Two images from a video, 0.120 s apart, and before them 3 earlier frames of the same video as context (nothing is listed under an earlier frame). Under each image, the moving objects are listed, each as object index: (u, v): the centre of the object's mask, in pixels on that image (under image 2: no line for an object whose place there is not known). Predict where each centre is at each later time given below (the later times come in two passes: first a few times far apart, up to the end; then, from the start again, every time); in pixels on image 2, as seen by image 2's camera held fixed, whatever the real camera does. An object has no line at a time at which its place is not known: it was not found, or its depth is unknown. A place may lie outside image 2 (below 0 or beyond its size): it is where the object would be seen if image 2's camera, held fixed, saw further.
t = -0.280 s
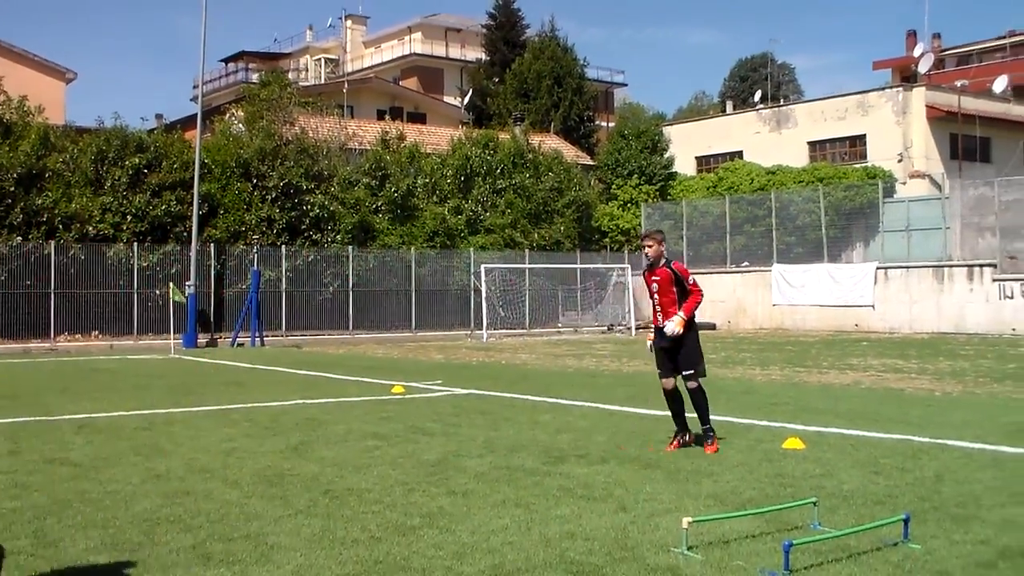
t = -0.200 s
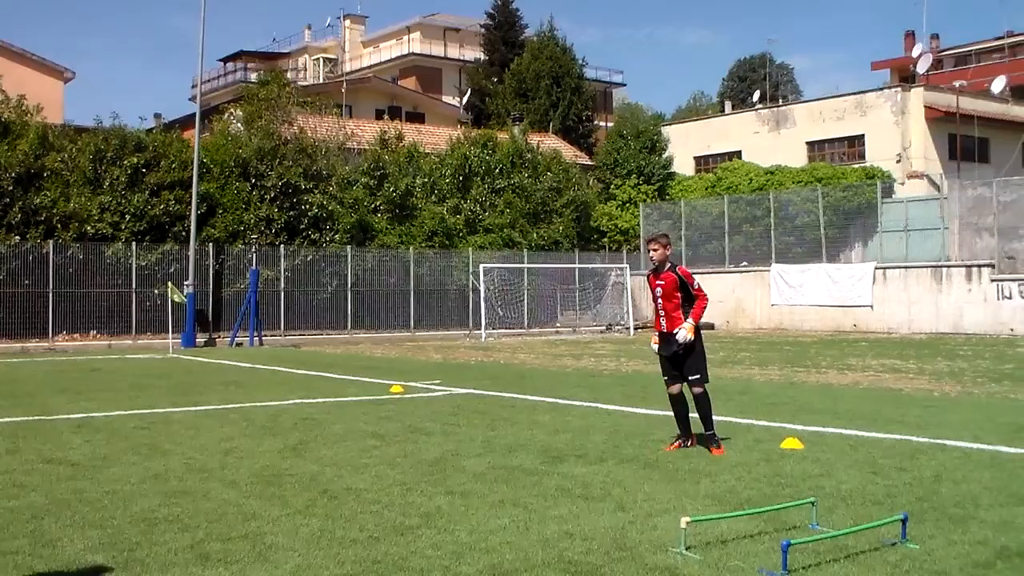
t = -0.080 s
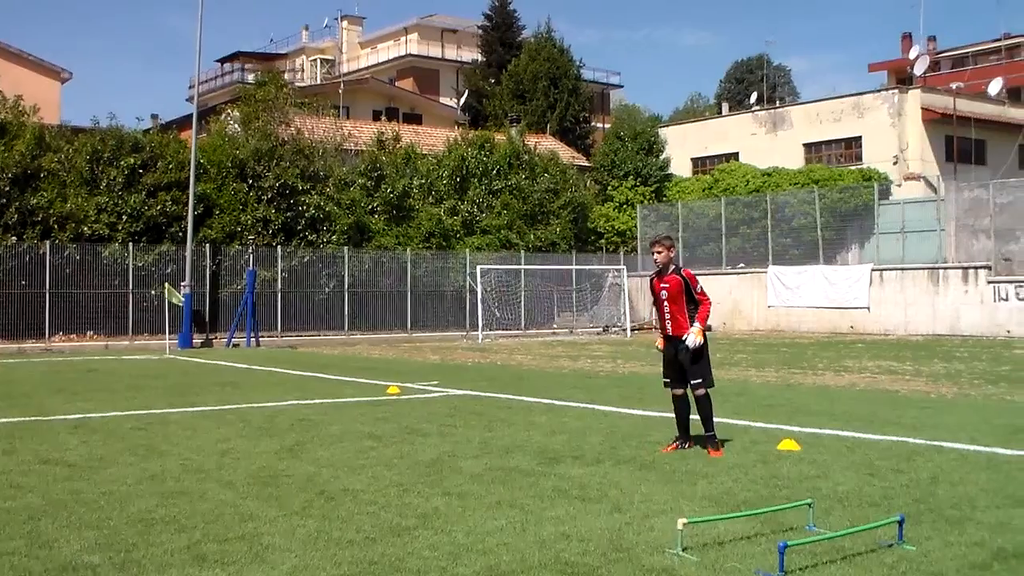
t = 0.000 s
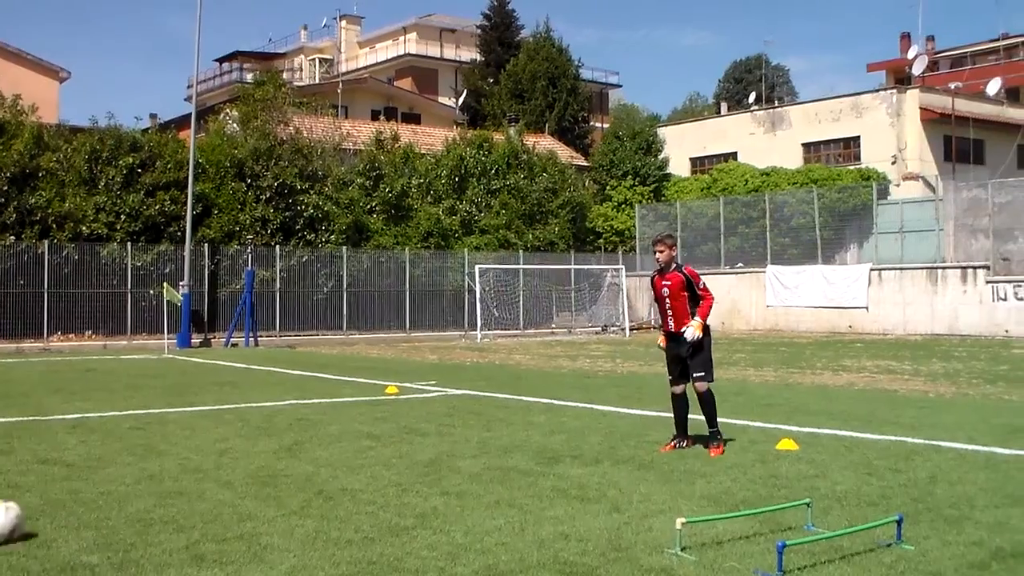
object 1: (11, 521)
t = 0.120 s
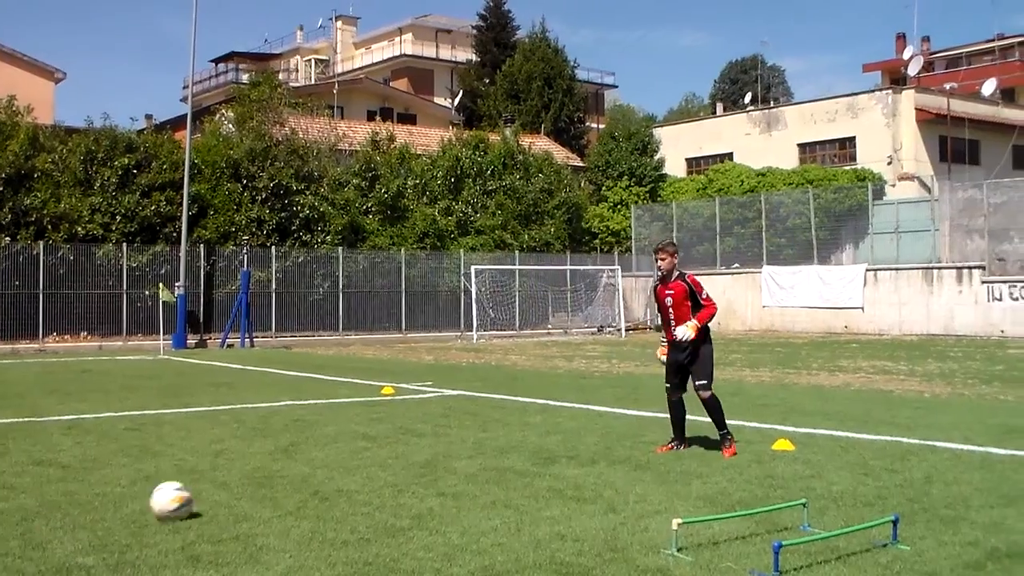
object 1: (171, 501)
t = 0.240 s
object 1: (301, 486)
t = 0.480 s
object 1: (482, 463)
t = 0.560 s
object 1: (529, 457)
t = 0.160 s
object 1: (217, 495)
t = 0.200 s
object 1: (260, 488)
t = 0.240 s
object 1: (301, 486)
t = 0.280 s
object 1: (337, 482)
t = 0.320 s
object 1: (370, 477)
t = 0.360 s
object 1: (402, 473)
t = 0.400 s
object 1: (430, 471)
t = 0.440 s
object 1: (458, 467)
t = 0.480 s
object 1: (482, 463)
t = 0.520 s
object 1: (506, 459)
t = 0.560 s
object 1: (529, 457)
